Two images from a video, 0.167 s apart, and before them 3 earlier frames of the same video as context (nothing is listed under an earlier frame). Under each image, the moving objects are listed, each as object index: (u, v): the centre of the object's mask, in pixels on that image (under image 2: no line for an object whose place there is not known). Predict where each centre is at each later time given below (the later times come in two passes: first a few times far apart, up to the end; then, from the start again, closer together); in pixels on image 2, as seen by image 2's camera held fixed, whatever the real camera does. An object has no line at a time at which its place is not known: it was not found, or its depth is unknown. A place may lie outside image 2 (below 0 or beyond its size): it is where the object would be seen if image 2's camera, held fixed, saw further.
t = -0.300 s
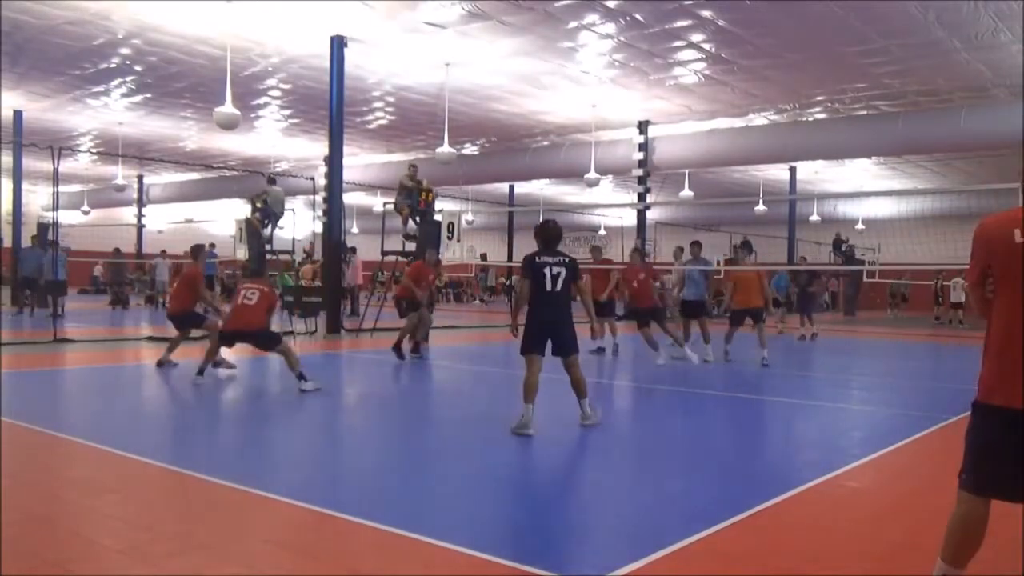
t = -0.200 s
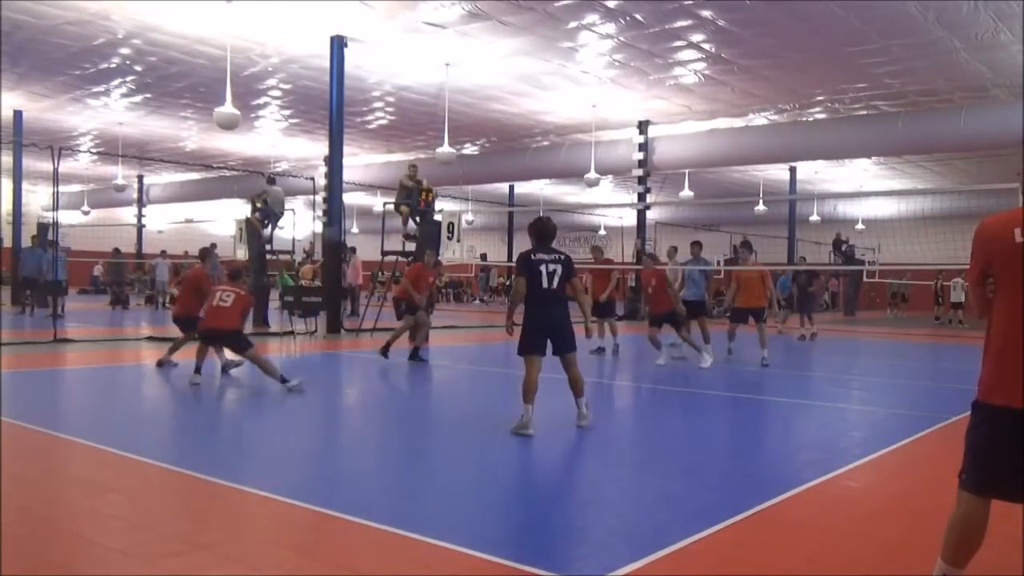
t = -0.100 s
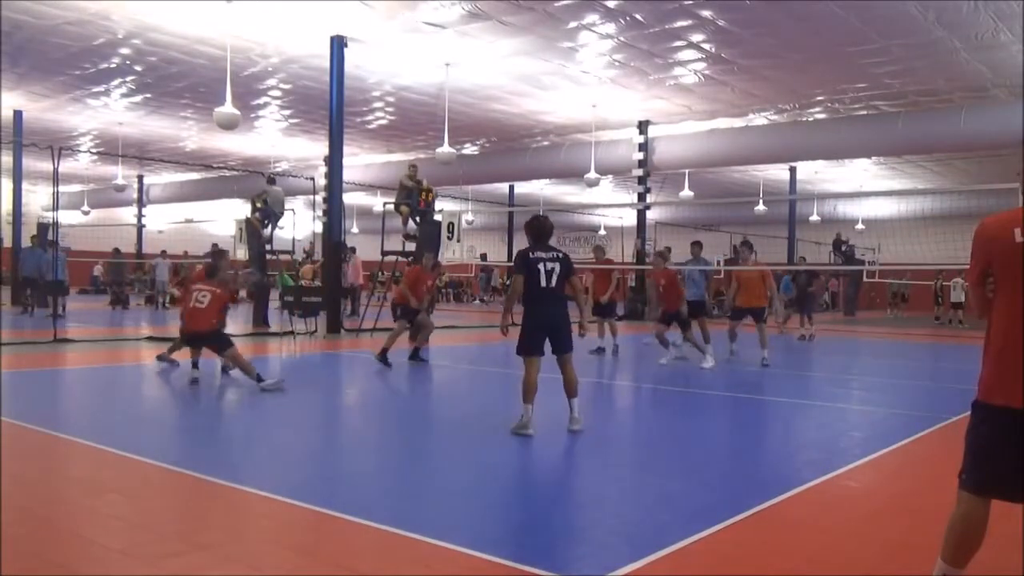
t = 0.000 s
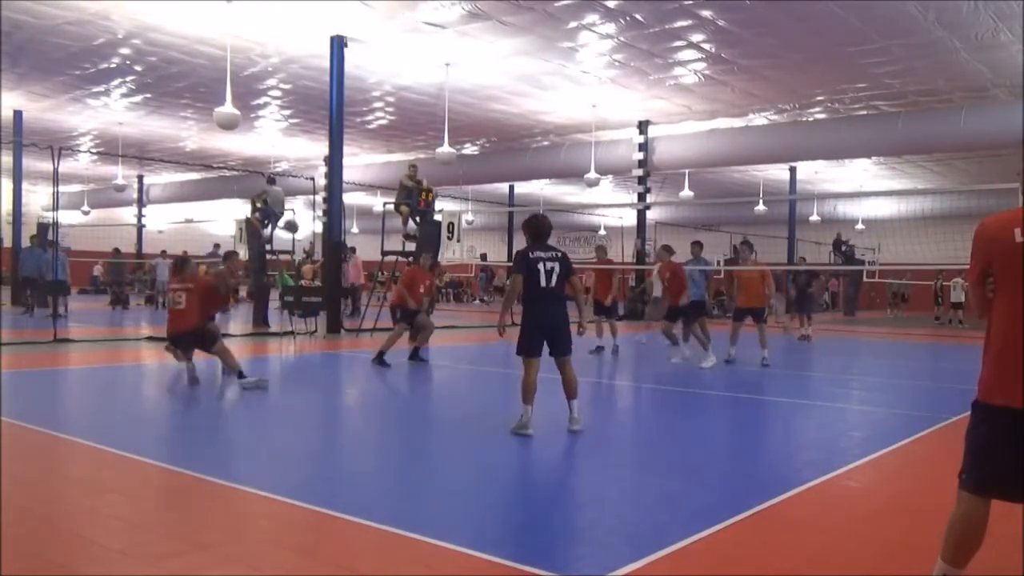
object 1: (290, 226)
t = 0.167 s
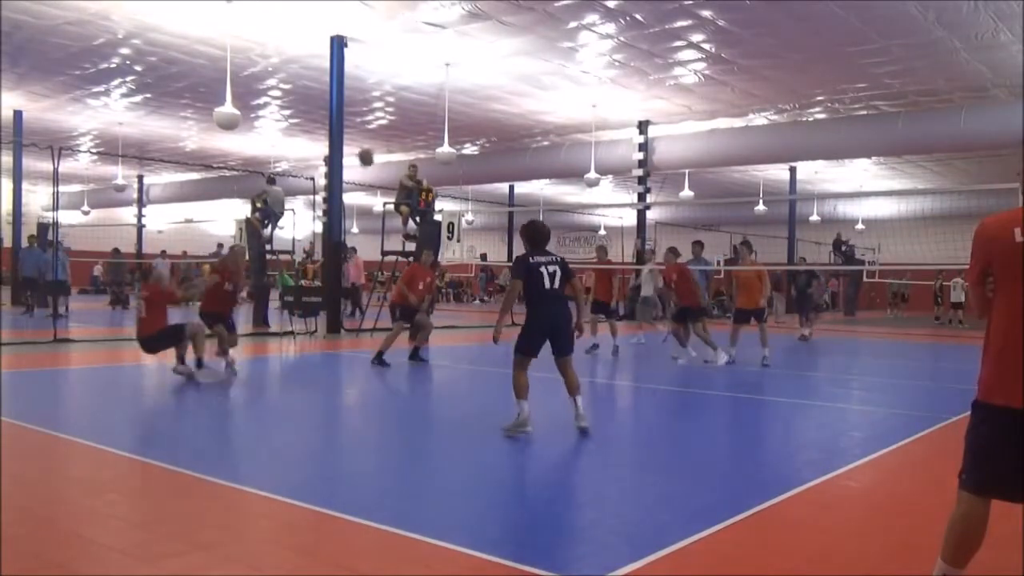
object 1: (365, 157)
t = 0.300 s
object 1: (425, 120)
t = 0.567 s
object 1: (544, 89)
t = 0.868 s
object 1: (678, 133)
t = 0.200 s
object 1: (380, 146)
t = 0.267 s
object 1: (411, 128)
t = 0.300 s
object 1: (425, 120)
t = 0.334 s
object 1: (440, 112)
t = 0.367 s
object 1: (455, 106)
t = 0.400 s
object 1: (470, 101)
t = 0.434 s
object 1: (485, 97)
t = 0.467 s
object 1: (500, 94)
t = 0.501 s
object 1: (515, 91)
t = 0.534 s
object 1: (529, 89)
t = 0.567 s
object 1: (544, 89)
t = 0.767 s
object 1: (633, 109)
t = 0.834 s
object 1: (662, 123)
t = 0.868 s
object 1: (678, 133)
